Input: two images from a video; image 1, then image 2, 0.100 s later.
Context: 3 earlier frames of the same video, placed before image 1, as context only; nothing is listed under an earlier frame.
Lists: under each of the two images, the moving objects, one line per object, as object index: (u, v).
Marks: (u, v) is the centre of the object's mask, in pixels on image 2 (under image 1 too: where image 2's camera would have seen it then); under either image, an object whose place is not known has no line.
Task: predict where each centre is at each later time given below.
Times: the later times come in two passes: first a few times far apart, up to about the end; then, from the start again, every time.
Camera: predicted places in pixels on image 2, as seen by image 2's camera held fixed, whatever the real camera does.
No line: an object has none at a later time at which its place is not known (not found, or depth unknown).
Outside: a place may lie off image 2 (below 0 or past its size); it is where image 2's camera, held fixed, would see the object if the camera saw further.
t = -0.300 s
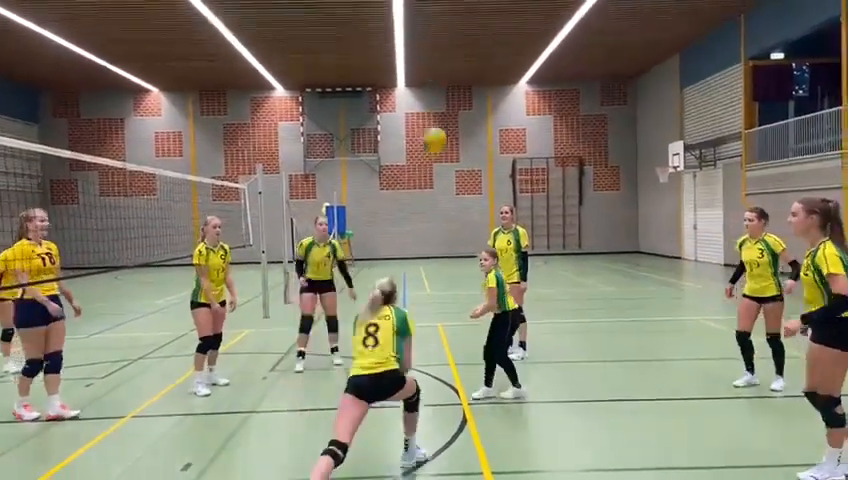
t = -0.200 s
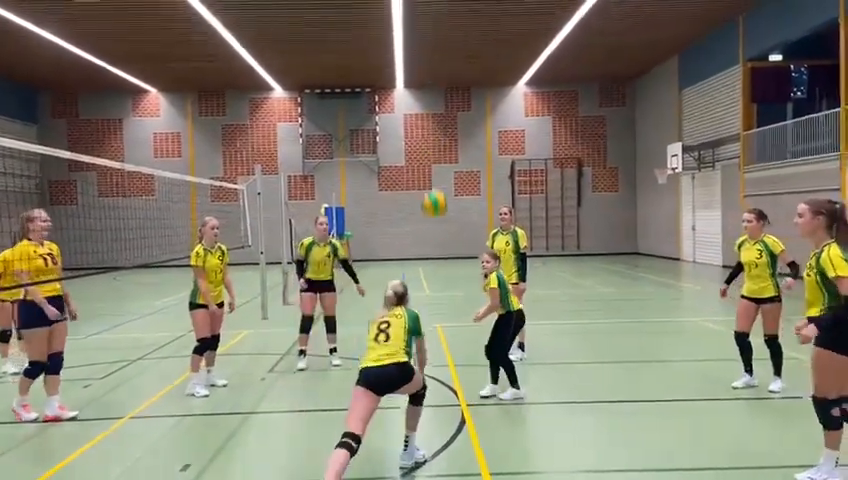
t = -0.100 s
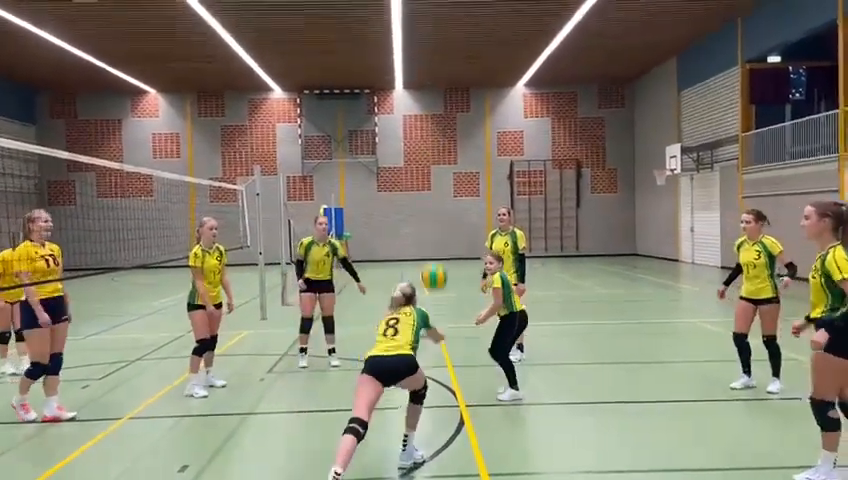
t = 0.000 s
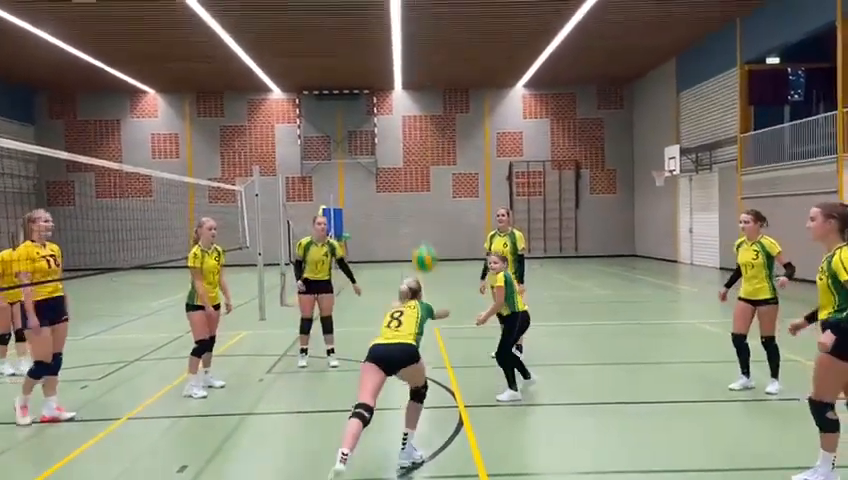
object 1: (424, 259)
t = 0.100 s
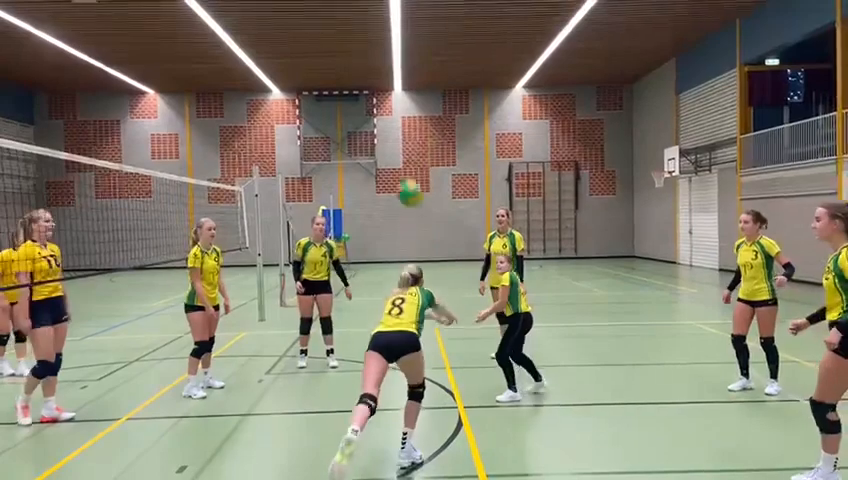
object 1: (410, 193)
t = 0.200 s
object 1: (395, 140)
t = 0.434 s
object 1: (366, 68)
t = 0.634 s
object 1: (344, 58)
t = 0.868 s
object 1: (322, 103)
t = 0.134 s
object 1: (405, 173)
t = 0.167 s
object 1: (400, 157)
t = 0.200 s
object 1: (395, 140)
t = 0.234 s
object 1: (390, 126)
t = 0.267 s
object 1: (387, 113)
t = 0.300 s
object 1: (382, 101)
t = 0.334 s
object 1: (378, 90)
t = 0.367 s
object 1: (374, 81)
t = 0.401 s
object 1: (370, 74)
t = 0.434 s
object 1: (366, 68)
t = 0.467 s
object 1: (362, 63)
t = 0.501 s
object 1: (359, 60)
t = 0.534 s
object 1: (355, 57)
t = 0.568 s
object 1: (351, 56)
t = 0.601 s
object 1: (348, 56)
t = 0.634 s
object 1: (344, 58)
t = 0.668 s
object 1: (341, 61)
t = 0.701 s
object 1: (338, 64)
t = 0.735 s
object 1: (334, 70)
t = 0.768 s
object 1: (331, 77)
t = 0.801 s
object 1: (328, 84)
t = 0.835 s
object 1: (324, 92)
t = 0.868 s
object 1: (322, 103)
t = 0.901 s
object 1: (319, 114)
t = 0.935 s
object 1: (318, 125)
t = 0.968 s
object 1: (314, 139)
